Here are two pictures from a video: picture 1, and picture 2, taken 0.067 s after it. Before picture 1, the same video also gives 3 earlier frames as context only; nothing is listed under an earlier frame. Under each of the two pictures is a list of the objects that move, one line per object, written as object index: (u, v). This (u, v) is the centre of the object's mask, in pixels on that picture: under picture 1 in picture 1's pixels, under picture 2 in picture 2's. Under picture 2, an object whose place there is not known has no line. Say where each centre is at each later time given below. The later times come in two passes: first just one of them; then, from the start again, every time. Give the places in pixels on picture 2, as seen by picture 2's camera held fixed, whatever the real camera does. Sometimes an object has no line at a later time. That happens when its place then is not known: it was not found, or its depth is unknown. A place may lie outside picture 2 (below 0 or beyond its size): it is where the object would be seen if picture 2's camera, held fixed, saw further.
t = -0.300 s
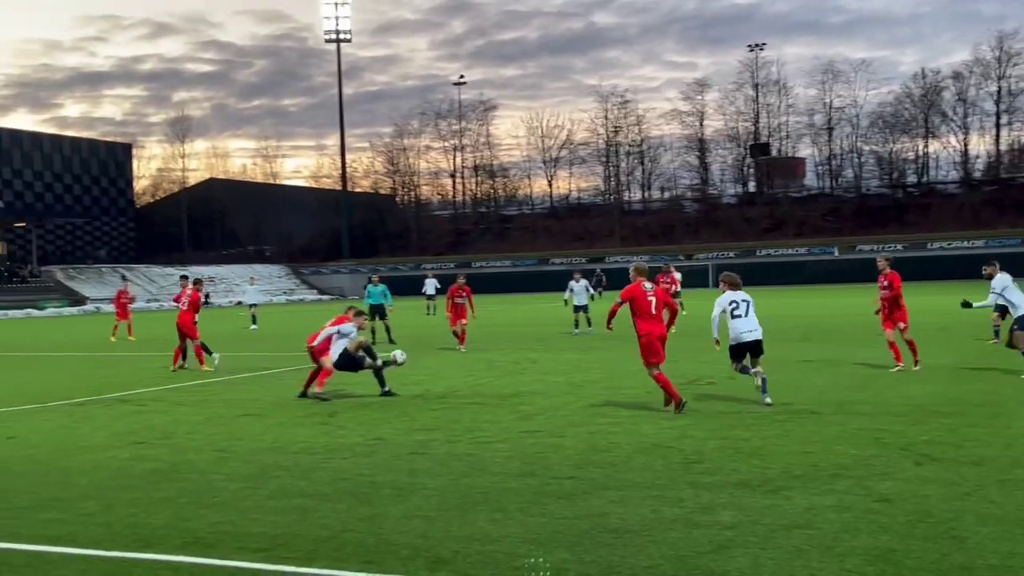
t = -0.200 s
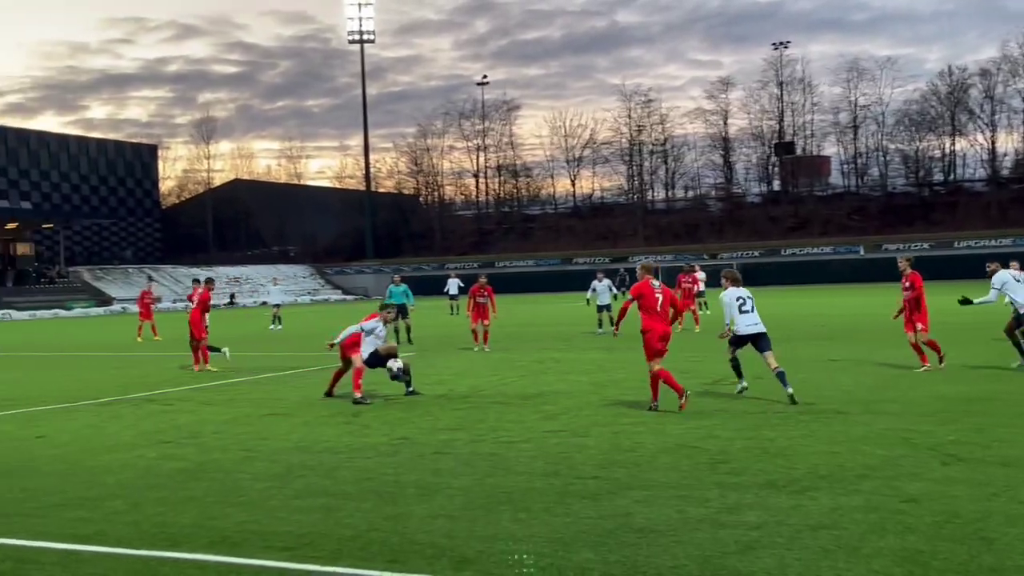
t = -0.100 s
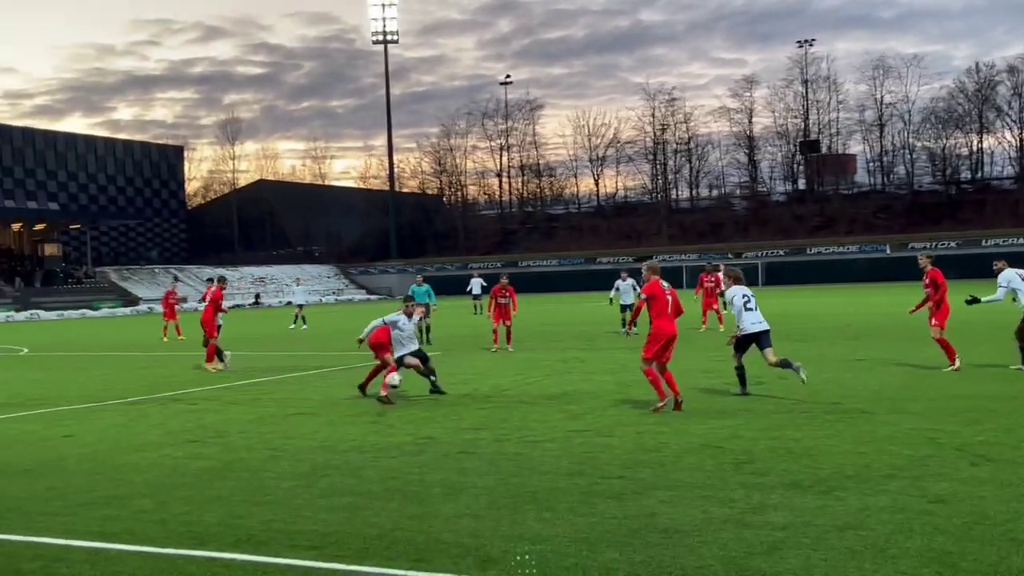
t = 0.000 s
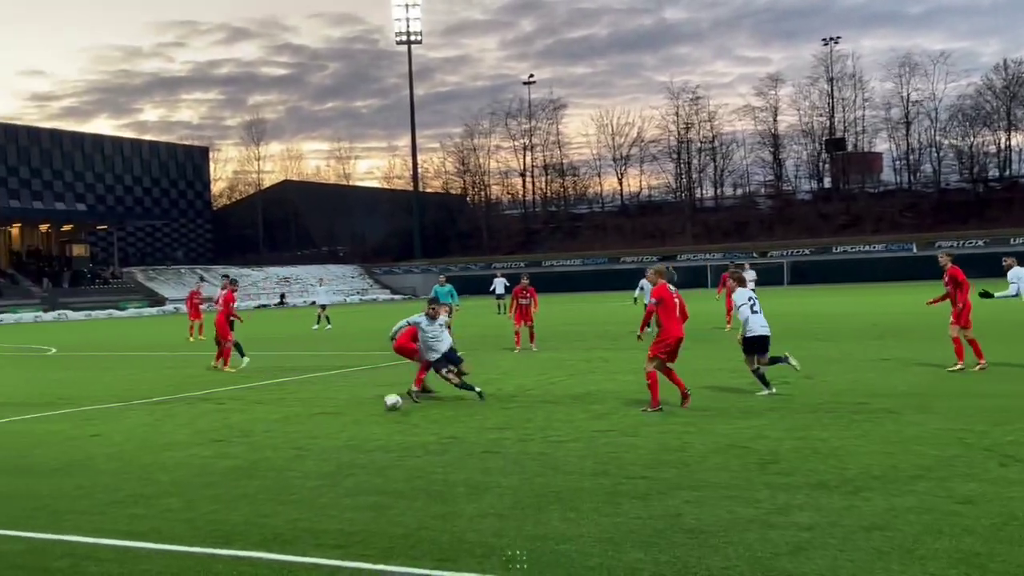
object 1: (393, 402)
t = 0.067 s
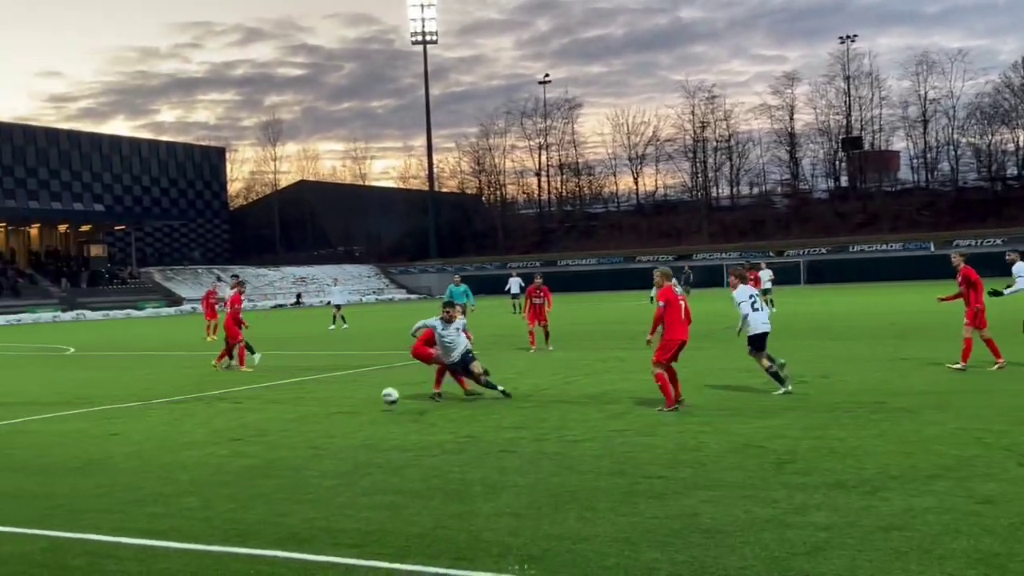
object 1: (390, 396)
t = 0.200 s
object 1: (356, 393)
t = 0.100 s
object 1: (381, 394)
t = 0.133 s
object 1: (373, 393)
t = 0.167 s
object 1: (364, 393)
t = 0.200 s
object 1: (356, 393)
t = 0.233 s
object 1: (346, 396)
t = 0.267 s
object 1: (338, 398)
